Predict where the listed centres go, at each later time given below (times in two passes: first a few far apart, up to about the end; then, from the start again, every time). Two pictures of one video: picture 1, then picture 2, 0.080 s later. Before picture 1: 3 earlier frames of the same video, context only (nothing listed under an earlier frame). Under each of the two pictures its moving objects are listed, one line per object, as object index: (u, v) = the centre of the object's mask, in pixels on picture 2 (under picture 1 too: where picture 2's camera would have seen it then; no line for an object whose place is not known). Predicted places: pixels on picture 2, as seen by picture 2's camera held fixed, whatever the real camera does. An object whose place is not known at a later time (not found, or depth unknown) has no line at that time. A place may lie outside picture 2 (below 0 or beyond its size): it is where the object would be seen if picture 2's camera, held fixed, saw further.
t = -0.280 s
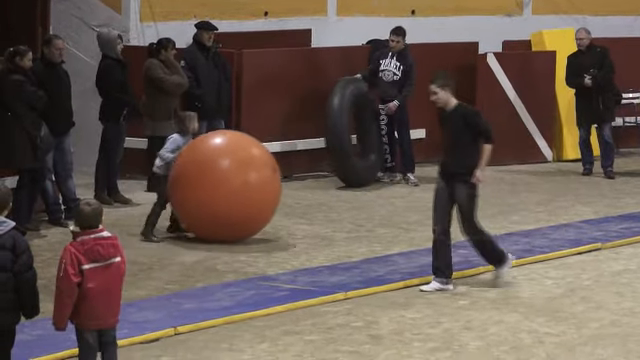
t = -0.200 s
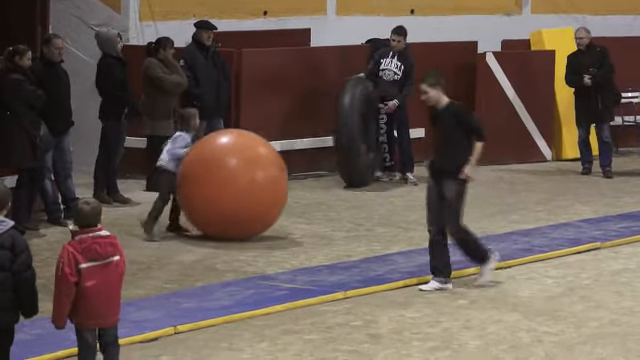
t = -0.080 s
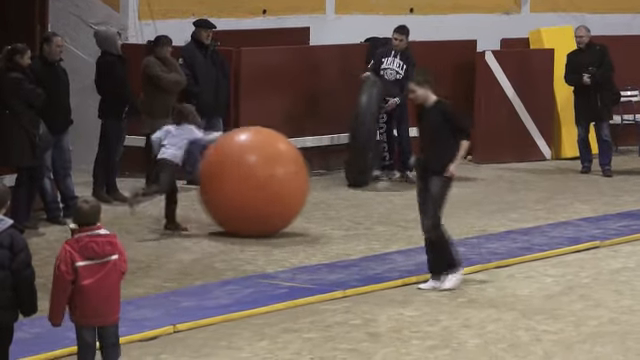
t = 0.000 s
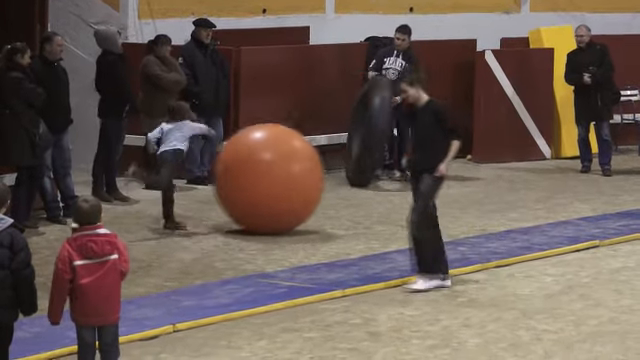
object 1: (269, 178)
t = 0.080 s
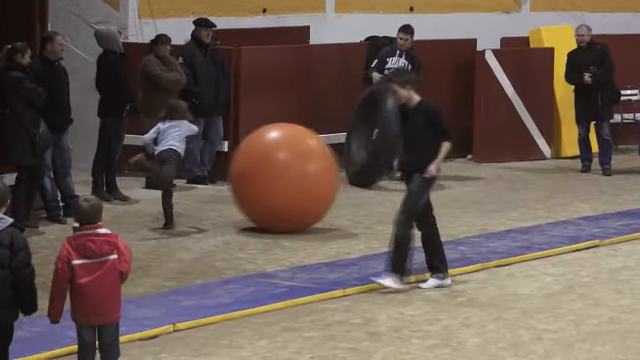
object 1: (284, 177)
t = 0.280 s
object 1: (320, 174)
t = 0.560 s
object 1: (380, 174)
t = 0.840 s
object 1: (416, 166)
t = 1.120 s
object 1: (458, 162)
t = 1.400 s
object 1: (496, 159)
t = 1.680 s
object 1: (531, 156)
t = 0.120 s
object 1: (291, 177)
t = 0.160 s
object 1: (299, 176)
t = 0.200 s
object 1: (307, 174)
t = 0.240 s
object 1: (314, 174)
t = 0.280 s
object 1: (320, 174)
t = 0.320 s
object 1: (324, 173)
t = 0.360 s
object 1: (325, 171)
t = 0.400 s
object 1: (325, 170)
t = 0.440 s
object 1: (337, 171)
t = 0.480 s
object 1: (349, 176)
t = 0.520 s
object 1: (376, 177)
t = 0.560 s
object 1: (380, 174)
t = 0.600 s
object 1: (393, 173)
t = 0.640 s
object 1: (394, 171)
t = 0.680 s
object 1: (397, 169)
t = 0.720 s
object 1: (399, 168)
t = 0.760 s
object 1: (403, 167)
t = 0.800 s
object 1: (409, 166)
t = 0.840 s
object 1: (416, 166)
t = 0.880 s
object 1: (422, 165)
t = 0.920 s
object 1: (428, 164)
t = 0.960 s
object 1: (434, 164)
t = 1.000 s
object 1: (440, 164)
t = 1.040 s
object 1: (446, 163)
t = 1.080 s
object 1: (452, 163)
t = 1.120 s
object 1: (458, 162)
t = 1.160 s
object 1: (464, 161)
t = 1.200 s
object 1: (469, 161)
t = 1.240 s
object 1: (475, 161)
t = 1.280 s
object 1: (480, 160)
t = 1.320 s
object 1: (486, 160)
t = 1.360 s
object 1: (491, 160)
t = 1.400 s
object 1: (496, 159)
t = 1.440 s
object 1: (502, 159)
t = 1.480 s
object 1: (507, 158)
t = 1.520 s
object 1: (512, 157)
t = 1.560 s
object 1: (516, 157)
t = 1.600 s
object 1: (521, 157)
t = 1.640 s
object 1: (525, 157)
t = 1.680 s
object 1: (531, 156)
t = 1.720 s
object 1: (535, 155)
